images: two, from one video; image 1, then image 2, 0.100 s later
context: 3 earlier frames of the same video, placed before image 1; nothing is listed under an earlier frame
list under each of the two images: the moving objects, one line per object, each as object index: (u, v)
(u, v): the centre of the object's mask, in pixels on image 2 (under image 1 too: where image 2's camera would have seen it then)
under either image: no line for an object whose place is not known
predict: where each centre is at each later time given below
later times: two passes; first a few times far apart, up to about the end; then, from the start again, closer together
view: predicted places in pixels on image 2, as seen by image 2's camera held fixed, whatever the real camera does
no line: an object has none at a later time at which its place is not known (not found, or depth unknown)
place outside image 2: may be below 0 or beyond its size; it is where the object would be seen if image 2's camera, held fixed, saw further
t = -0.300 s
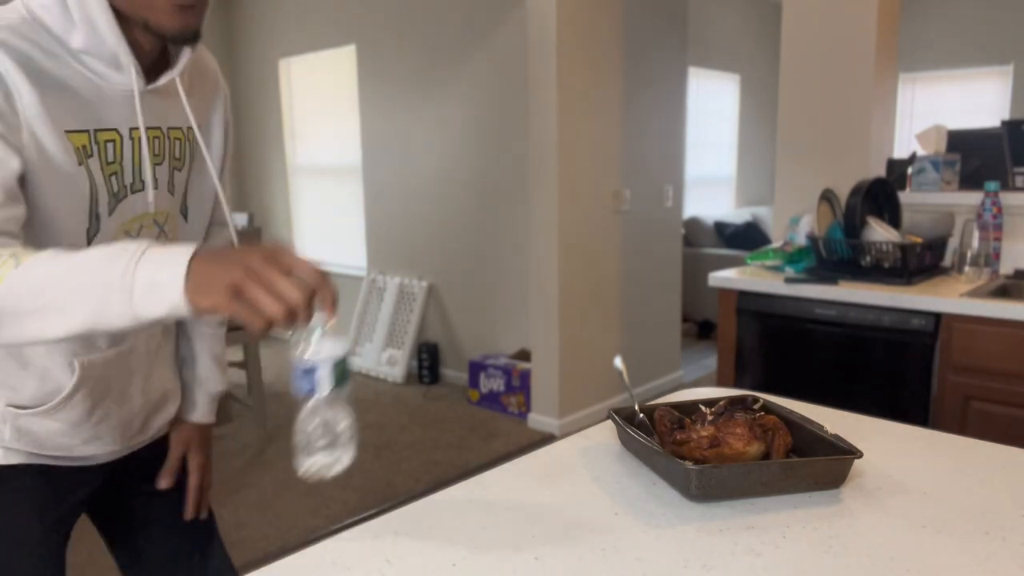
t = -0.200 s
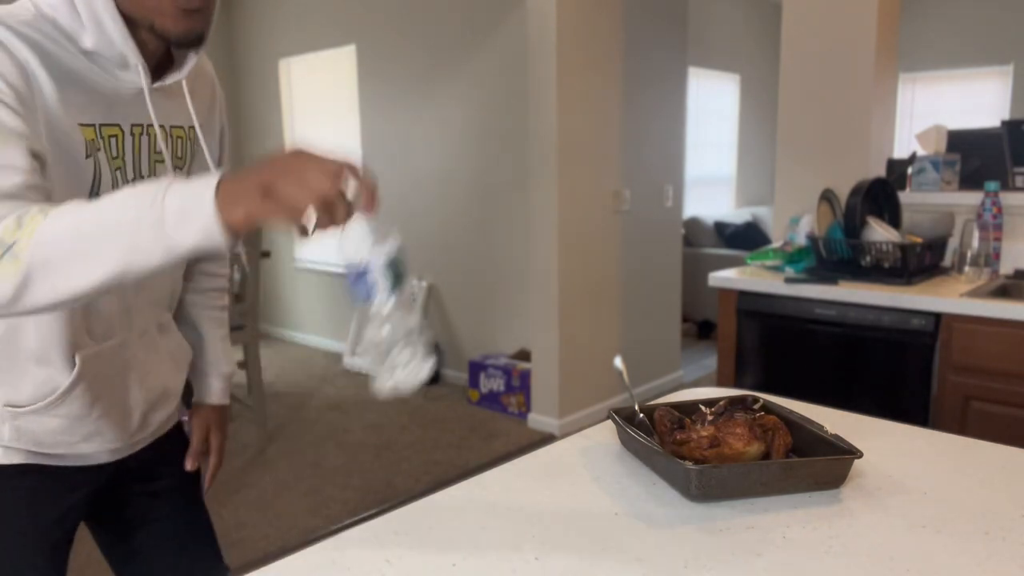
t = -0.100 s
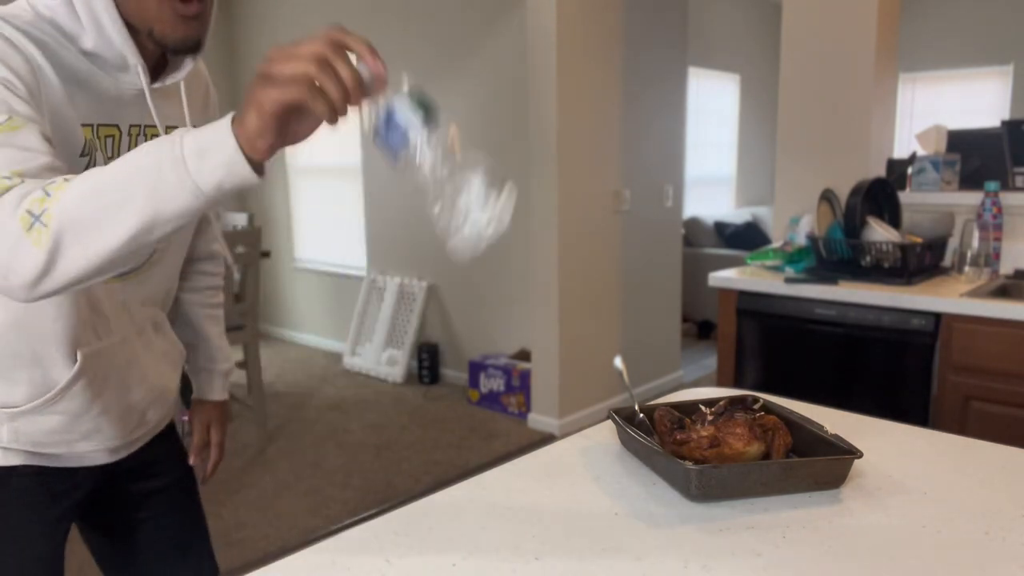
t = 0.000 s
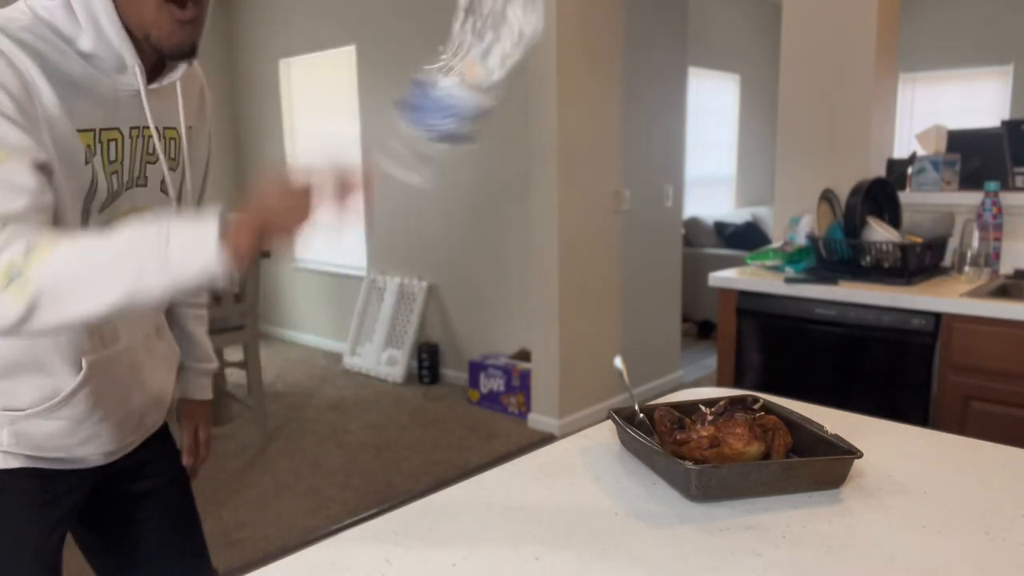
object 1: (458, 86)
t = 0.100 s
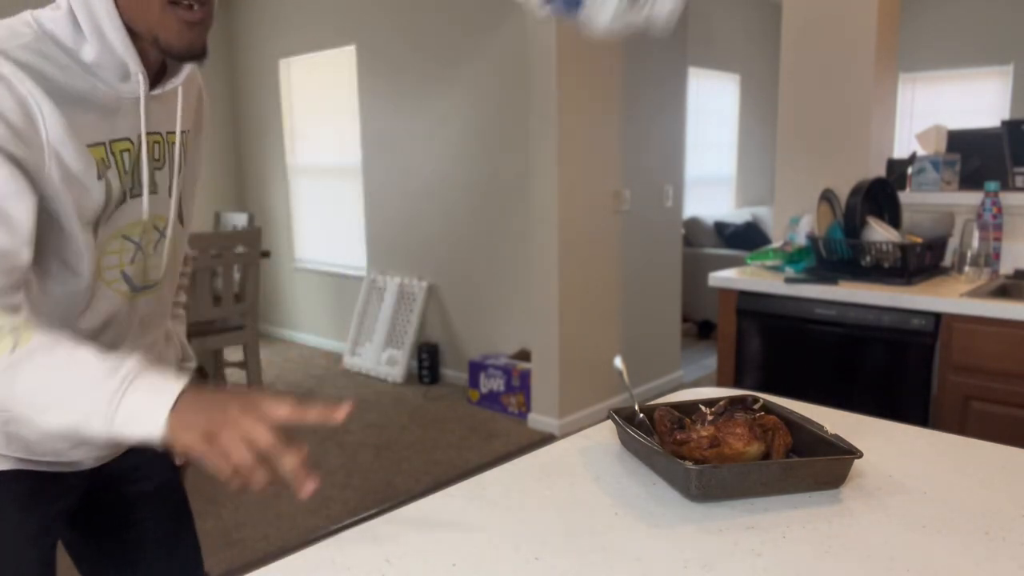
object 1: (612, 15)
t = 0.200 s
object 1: (540, 38)
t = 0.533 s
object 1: (642, 522)
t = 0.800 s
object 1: (675, 529)
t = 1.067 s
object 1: (675, 529)
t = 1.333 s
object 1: (675, 529)
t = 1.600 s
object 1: (675, 529)
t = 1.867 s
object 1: (675, 529)
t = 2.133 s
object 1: (675, 529)
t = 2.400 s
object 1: (675, 529)
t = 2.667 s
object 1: (675, 529)
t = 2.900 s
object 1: (675, 529)
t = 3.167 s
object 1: (675, 529)
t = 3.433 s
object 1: (675, 529)
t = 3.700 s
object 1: (675, 529)
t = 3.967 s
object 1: (675, 529)
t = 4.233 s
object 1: (675, 529)
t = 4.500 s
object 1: (675, 529)
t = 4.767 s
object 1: (675, 529)
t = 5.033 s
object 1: (675, 529)
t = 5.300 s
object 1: (675, 529)
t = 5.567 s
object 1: (675, 529)
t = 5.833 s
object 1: (675, 529)
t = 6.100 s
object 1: (675, 529)
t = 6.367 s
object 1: (675, 529)
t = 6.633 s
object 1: (675, 529)
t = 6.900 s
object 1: (675, 529)
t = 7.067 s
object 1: (675, 529)
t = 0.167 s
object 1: (523, 19)
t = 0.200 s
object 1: (540, 38)
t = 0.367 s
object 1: (607, 385)
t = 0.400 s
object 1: (611, 466)
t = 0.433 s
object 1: (607, 516)
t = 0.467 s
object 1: (620, 519)
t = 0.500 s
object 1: (637, 521)
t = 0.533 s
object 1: (642, 522)
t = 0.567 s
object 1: (644, 523)
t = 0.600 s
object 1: (654, 525)
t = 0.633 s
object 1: (663, 527)
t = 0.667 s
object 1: (666, 527)
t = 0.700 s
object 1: (673, 529)
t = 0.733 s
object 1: (673, 529)
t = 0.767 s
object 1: (675, 529)
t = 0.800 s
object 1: (675, 529)
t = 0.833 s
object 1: (675, 529)
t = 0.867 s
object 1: (675, 530)
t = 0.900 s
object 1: (675, 529)
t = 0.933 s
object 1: (675, 529)
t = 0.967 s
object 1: (675, 529)
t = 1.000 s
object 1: (675, 529)
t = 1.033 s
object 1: (675, 529)
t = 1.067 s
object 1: (675, 529)
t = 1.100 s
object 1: (675, 529)
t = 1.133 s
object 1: (675, 529)
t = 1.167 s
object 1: (675, 529)
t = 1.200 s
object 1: (675, 529)
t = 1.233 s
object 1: (675, 529)
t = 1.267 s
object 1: (675, 529)
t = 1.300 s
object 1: (675, 529)
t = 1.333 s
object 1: (675, 529)
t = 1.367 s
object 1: (675, 529)
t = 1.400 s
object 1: (675, 529)
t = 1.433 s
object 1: (675, 529)
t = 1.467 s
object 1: (675, 529)
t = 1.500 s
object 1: (675, 529)
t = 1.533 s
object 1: (675, 529)
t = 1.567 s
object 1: (675, 529)
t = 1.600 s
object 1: (675, 529)
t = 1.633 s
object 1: (675, 529)
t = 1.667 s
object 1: (675, 529)
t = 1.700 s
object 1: (675, 529)
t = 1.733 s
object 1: (675, 529)
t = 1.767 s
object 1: (675, 529)
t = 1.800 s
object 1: (675, 530)
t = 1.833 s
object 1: (675, 529)
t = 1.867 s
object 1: (675, 529)
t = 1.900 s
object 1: (675, 529)
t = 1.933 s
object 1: (675, 529)
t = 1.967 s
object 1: (675, 529)
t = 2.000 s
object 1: (675, 529)
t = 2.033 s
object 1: (675, 529)
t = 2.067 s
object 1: (675, 529)
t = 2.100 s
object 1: (675, 529)
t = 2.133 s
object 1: (675, 529)
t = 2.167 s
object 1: (675, 529)
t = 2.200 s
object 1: (675, 529)
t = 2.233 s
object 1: (675, 529)
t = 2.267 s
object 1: (675, 529)
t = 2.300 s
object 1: (675, 529)
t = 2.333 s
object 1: (675, 529)
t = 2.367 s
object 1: (675, 529)
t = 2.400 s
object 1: (675, 529)
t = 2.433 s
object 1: (675, 529)
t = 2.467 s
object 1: (675, 529)
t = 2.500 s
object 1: (675, 529)
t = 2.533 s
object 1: (675, 529)
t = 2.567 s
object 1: (675, 529)
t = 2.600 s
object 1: (675, 529)
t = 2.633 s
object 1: (675, 529)
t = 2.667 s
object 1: (675, 529)
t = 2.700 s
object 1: (675, 529)
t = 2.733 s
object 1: (675, 529)
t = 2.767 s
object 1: (675, 529)
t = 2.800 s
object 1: (675, 529)
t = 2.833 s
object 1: (675, 529)
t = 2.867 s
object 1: (675, 529)
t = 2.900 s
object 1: (675, 529)
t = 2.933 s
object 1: (675, 529)
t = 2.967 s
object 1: (675, 529)
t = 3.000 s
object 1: (675, 529)
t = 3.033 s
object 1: (675, 529)
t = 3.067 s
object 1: (675, 529)
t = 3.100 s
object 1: (675, 529)
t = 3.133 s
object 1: (675, 529)
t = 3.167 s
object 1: (675, 529)
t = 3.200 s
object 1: (675, 529)
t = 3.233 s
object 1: (675, 529)
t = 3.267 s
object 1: (675, 529)
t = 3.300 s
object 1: (675, 529)
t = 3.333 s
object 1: (675, 529)
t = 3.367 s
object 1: (675, 529)
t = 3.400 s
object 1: (675, 529)
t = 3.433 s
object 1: (675, 529)
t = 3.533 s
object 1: (675, 529)
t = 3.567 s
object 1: (675, 529)
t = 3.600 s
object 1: (675, 529)
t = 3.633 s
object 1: (675, 529)
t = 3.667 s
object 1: (675, 529)
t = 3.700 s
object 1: (675, 529)
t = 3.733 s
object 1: (675, 529)
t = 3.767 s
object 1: (675, 529)
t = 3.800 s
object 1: (675, 529)
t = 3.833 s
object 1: (675, 529)
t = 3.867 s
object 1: (675, 529)
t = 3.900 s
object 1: (675, 529)
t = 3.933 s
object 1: (675, 529)
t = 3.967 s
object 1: (675, 529)
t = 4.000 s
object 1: (675, 529)
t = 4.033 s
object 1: (675, 529)
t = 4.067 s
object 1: (675, 529)
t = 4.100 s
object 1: (675, 529)
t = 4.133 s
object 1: (675, 529)
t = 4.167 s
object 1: (675, 529)
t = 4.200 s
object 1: (675, 529)
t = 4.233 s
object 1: (675, 529)
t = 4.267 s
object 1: (675, 529)
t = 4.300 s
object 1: (675, 529)
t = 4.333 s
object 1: (675, 529)
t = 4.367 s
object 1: (675, 529)
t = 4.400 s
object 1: (675, 529)
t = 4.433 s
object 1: (675, 529)
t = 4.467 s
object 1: (675, 529)
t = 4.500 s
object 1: (675, 529)
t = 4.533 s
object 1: (675, 529)
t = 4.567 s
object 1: (675, 529)
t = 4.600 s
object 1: (675, 529)
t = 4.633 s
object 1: (675, 529)
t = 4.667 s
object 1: (675, 529)
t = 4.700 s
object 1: (675, 529)
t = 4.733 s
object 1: (675, 529)
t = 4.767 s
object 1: (675, 529)
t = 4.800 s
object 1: (675, 529)
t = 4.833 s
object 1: (675, 529)
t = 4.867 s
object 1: (675, 529)
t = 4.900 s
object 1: (675, 529)
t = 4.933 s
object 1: (675, 529)
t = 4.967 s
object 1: (675, 529)
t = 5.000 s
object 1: (675, 529)
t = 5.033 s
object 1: (675, 529)
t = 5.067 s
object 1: (675, 529)
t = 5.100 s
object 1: (675, 529)
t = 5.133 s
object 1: (675, 529)
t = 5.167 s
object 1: (675, 529)
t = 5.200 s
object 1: (675, 529)
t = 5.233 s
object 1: (675, 529)
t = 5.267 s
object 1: (675, 529)
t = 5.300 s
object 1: (675, 529)
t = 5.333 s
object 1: (675, 529)
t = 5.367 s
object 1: (675, 529)
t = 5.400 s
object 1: (675, 529)
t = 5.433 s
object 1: (675, 529)
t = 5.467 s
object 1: (675, 529)
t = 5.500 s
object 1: (675, 529)
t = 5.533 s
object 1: (675, 529)
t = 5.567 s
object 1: (675, 529)
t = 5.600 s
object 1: (675, 529)
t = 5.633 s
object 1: (675, 529)
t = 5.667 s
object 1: (675, 529)
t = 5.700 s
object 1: (675, 529)
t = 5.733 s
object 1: (675, 529)
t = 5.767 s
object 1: (675, 529)
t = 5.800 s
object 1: (675, 529)
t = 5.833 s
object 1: (675, 529)
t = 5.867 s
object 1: (675, 529)
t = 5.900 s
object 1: (675, 529)
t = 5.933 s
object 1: (675, 529)
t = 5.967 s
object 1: (675, 529)
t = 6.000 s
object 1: (675, 529)
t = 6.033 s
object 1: (675, 529)
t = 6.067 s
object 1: (675, 529)
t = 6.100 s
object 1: (675, 529)
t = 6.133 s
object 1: (675, 529)
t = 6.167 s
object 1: (675, 529)
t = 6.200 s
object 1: (675, 529)
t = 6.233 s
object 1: (675, 529)
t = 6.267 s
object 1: (675, 529)
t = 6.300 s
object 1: (675, 529)
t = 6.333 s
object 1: (675, 529)
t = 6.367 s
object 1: (675, 529)
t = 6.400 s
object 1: (675, 529)
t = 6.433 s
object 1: (675, 529)
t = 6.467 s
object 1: (675, 529)
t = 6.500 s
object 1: (675, 529)
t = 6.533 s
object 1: (675, 529)
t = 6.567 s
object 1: (675, 529)
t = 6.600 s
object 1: (675, 529)
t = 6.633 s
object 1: (675, 529)
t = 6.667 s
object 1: (675, 529)
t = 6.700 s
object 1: (675, 529)
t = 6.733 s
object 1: (675, 529)
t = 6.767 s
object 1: (675, 529)
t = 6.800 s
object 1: (675, 529)
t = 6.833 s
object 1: (675, 529)
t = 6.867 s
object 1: (675, 529)
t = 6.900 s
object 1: (675, 529)
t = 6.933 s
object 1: (675, 529)
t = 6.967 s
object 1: (675, 529)
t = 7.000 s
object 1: (675, 529)
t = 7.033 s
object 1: (675, 529)
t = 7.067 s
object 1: (675, 529)
